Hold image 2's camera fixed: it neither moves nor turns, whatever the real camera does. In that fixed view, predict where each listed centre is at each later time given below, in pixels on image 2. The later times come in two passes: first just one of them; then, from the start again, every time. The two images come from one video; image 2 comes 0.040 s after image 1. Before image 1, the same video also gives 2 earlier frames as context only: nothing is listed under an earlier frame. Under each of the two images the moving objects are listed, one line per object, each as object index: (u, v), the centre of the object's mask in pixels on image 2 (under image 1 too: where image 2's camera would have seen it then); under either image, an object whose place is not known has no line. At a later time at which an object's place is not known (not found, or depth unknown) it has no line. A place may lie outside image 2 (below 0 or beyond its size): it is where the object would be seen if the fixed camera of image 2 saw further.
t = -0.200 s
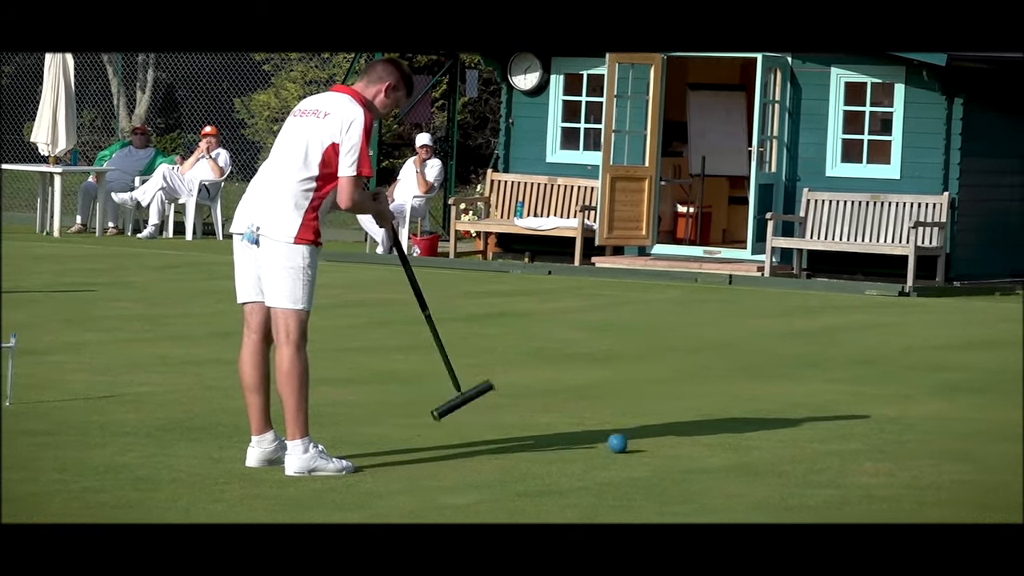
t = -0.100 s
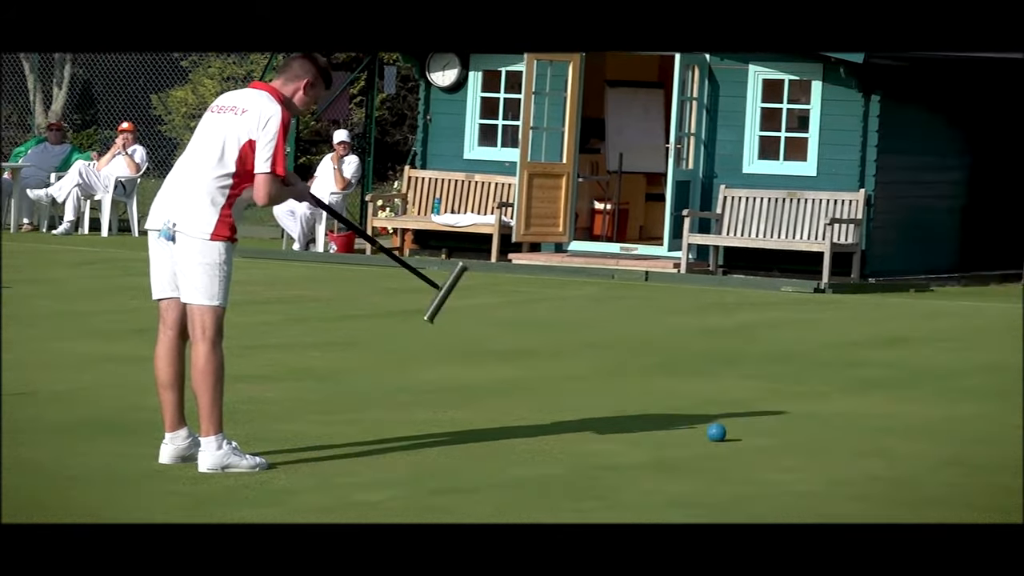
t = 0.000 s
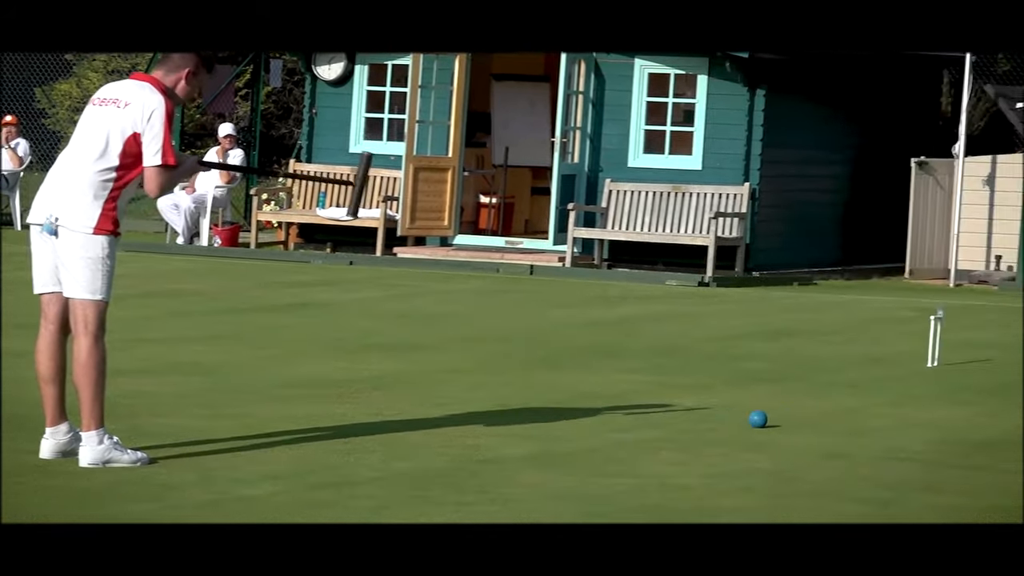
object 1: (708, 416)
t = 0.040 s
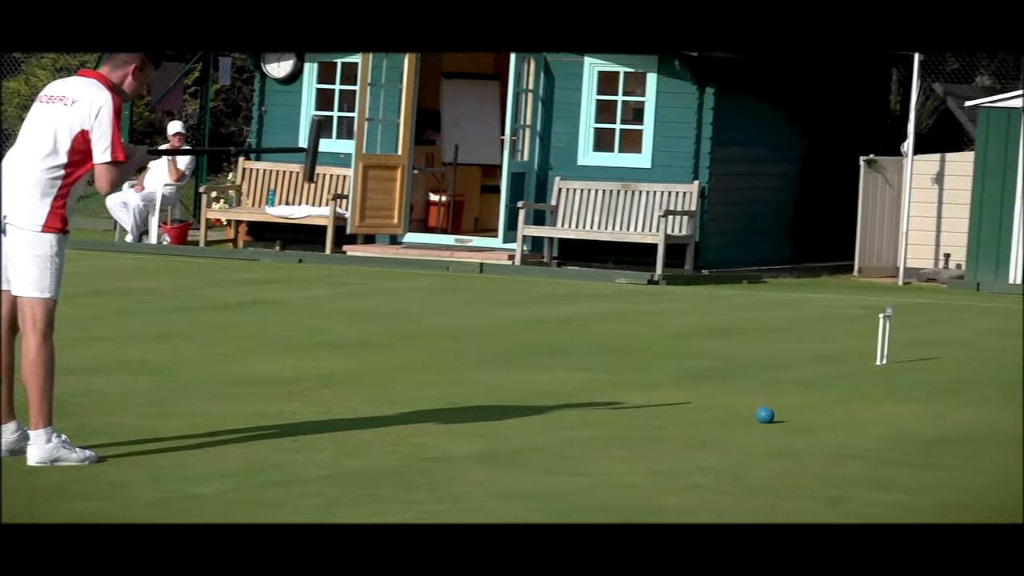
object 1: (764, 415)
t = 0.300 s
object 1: (1083, 401)
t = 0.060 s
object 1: (791, 413)
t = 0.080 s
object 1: (817, 412)
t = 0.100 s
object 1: (843, 411)
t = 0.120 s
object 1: (869, 410)
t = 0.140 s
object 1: (894, 409)
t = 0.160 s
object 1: (918, 408)
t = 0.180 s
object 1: (943, 406)
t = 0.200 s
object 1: (966, 405)
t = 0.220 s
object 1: (990, 404)
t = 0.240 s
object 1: (1013, 403)
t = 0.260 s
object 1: (1037, 403)
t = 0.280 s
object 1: (1060, 402)
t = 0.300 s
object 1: (1083, 401)
